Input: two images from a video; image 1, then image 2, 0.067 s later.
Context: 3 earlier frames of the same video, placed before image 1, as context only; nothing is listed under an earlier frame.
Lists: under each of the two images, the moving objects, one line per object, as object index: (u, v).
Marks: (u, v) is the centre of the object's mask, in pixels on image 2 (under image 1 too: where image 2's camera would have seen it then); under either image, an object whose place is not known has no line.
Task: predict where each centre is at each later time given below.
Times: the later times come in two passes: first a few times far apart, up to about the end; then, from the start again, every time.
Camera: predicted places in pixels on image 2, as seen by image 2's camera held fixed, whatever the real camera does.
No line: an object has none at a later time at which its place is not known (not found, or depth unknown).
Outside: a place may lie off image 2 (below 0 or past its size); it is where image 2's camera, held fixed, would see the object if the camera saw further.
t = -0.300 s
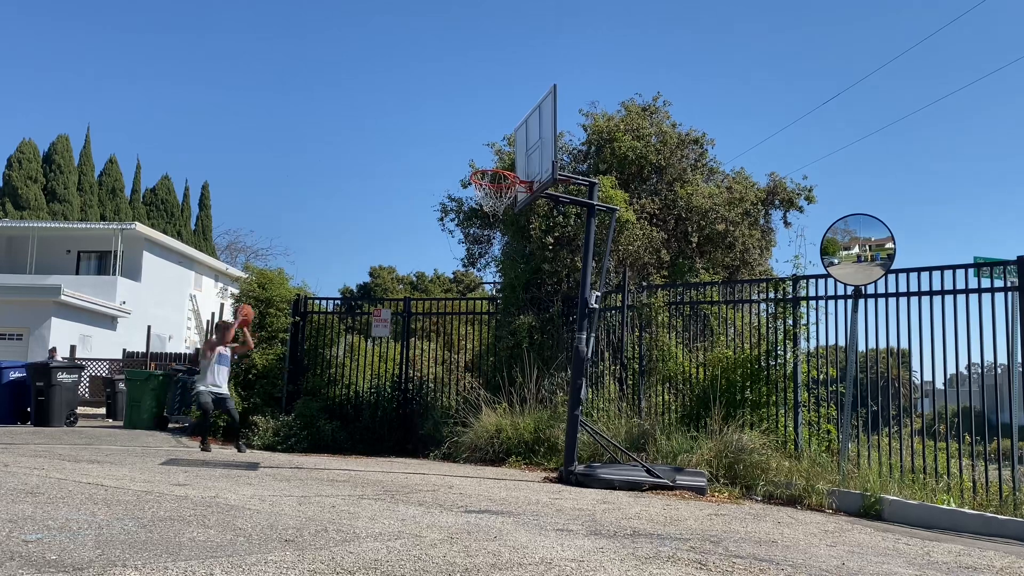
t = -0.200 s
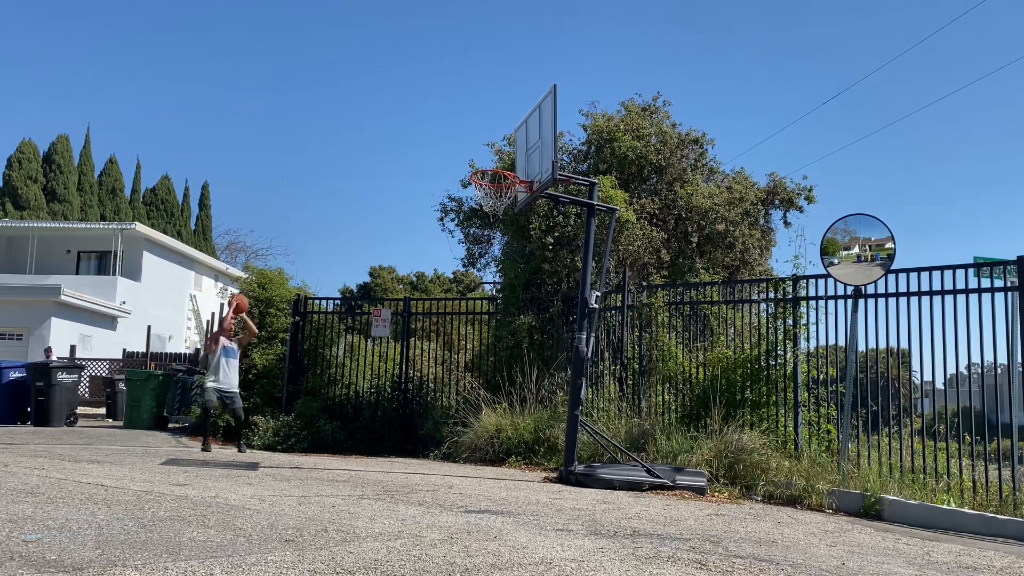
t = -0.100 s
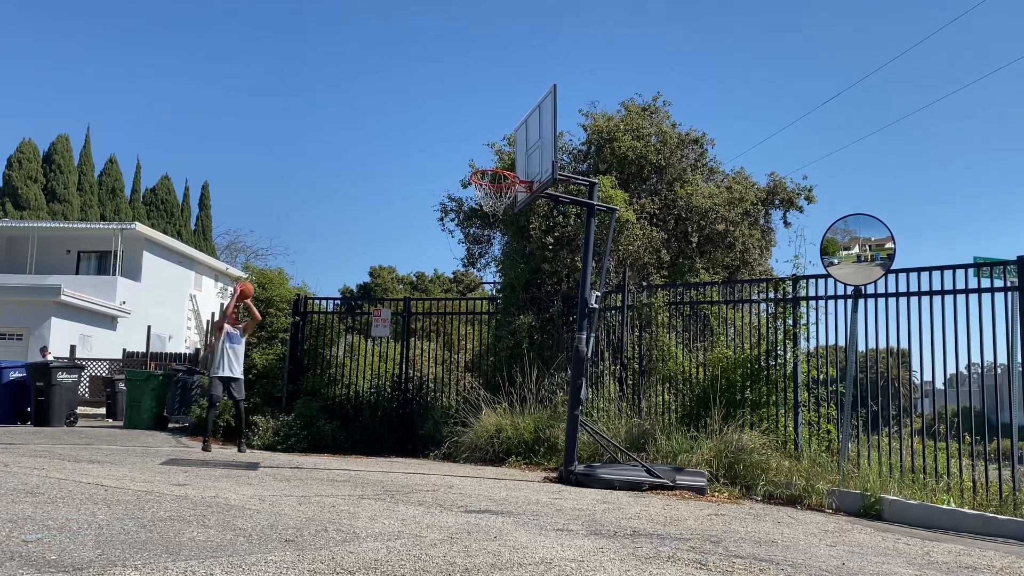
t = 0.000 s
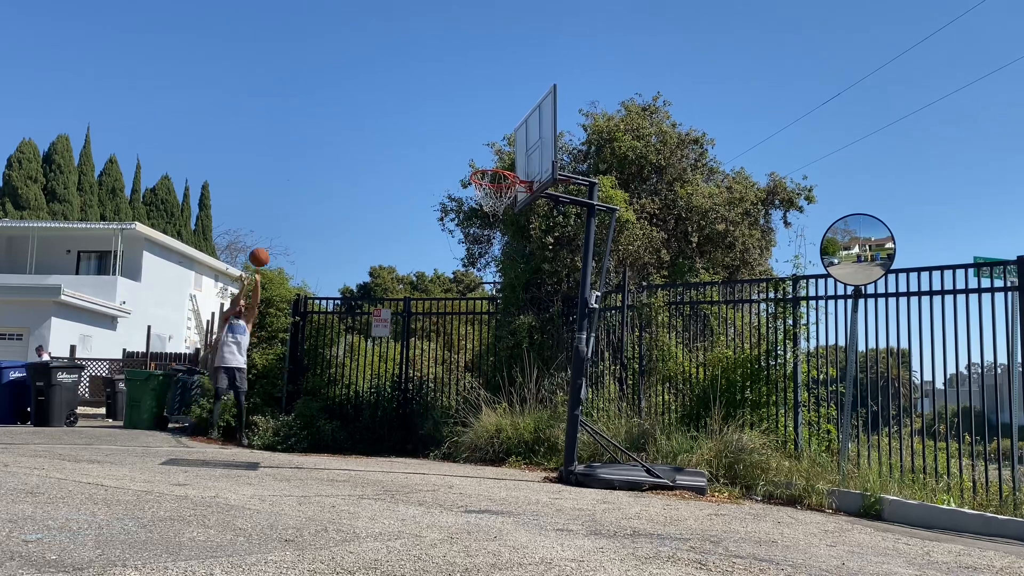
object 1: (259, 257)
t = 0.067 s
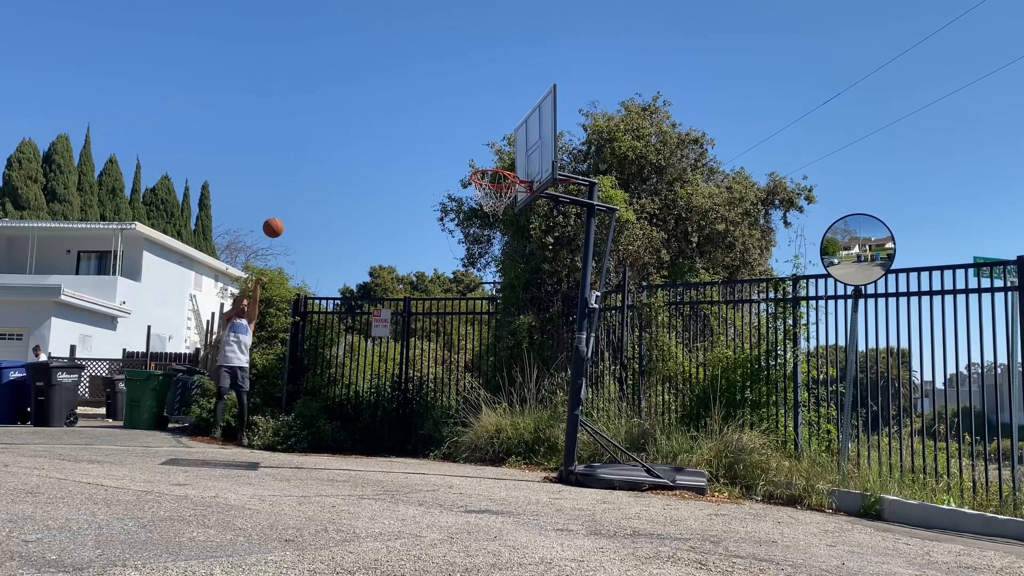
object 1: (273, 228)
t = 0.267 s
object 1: (316, 156)
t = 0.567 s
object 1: (382, 104)
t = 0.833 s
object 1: (446, 122)
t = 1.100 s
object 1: (505, 193)
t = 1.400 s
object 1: (492, 221)
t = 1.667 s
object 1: (472, 289)
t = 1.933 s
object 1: (448, 435)
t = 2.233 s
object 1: (446, 349)
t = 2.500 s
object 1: (444, 305)
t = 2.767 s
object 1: (439, 336)
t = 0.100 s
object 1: (280, 214)
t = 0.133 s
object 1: (287, 201)
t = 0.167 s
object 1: (294, 189)
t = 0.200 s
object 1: (301, 177)
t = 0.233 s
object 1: (308, 166)
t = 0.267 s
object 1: (316, 156)
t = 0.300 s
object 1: (323, 147)
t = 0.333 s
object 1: (330, 139)
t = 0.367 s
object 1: (337, 131)
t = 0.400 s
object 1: (345, 124)
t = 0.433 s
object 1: (352, 119)
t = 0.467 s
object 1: (359, 114)
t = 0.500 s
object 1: (367, 110)
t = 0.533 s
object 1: (374, 106)
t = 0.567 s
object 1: (382, 104)
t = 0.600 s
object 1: (390, 103)
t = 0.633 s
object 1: (397, 102)
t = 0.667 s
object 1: (405, 103)
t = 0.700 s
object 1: (413, 104)
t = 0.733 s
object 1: (421, 107)
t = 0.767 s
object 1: (429, 111)
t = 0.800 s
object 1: (437, 116)
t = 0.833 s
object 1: (446, 122)
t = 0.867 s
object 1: (454, 129)
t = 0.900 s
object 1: (462, 138)
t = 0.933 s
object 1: (471, 148)
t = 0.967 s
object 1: (480, 159)
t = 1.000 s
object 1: (488, 171)
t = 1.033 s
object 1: (499, 186)
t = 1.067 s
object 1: (503, 193)
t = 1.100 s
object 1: (505, 193)
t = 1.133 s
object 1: (504, 193)
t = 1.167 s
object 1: (503, 197)
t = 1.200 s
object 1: (504, 205)
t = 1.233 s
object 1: (501, 207)
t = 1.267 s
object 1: (499, 211)
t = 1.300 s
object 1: (498, 215)
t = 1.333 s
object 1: (495, 217)
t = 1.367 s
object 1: (494, 219)
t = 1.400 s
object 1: (492, 221)
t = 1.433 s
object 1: (489, 226)
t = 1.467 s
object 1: (487, 232)
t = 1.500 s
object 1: (485, 239)
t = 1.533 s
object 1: (482, 247)
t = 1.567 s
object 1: (480, 255)
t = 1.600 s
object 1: (477, 267)
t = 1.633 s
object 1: (474, 277)
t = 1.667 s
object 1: (472, 289)
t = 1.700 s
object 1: (469, 303)
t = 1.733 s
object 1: (466, 318)
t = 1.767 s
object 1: (463, 334)
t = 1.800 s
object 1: (461, 352)
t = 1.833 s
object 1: (458, 370)
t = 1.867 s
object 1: (455, 391)
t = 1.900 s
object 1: (451, 412)
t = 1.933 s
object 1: (448, 435)
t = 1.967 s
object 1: (445, 459)
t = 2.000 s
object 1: (444, 453)
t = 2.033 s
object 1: (444, 434)
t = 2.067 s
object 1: (445, 417)
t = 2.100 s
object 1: (445, 401)
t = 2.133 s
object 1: (446, 386)
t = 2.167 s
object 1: (446, 373)
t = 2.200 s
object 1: (446, 361)
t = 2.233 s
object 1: (446, 349)
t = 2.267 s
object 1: (446, 339)
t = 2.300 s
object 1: (446, 331)
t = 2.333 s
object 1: (446, 324)
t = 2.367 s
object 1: (446, 317)
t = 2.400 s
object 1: (445, 312)
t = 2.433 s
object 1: (445, 309)
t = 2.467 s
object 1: (445, 306)
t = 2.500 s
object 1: (444, 305)
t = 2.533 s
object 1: (444, 305)
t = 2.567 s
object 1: (444, 306)
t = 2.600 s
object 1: (443, 307)
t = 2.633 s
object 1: (443, 311)
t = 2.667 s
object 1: (443, 315)
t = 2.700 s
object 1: (441, 321)
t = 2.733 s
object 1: (440, 328)
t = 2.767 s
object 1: (439, 336)
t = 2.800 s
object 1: (439, 345)
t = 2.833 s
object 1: (438, 357)
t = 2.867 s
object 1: (438, 369)
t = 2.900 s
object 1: (436, 383)
